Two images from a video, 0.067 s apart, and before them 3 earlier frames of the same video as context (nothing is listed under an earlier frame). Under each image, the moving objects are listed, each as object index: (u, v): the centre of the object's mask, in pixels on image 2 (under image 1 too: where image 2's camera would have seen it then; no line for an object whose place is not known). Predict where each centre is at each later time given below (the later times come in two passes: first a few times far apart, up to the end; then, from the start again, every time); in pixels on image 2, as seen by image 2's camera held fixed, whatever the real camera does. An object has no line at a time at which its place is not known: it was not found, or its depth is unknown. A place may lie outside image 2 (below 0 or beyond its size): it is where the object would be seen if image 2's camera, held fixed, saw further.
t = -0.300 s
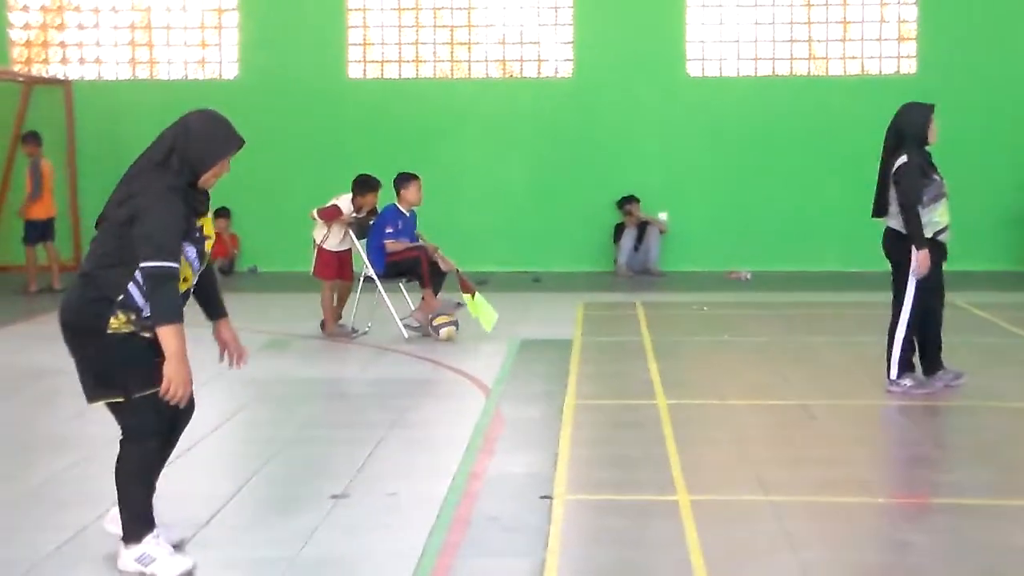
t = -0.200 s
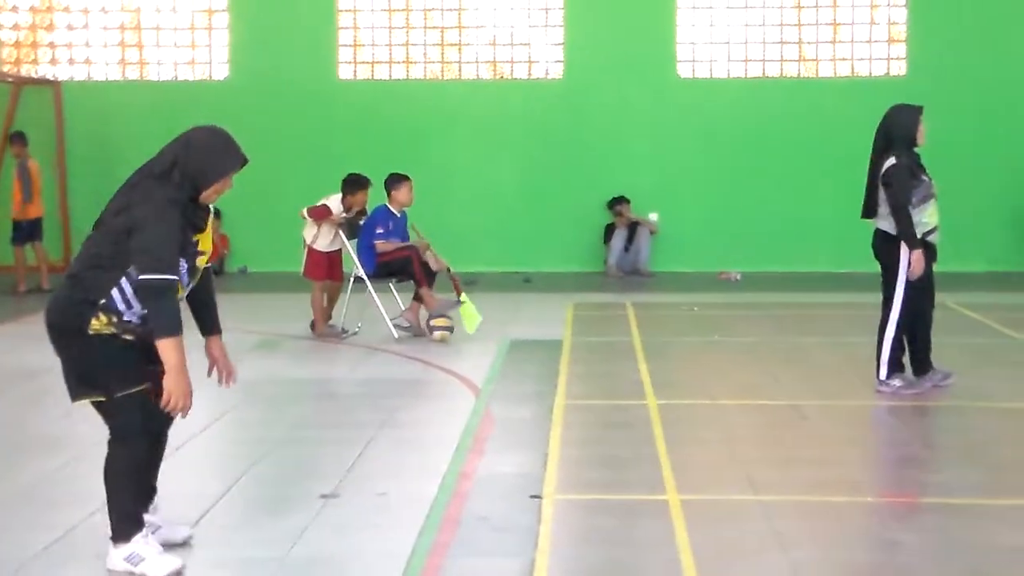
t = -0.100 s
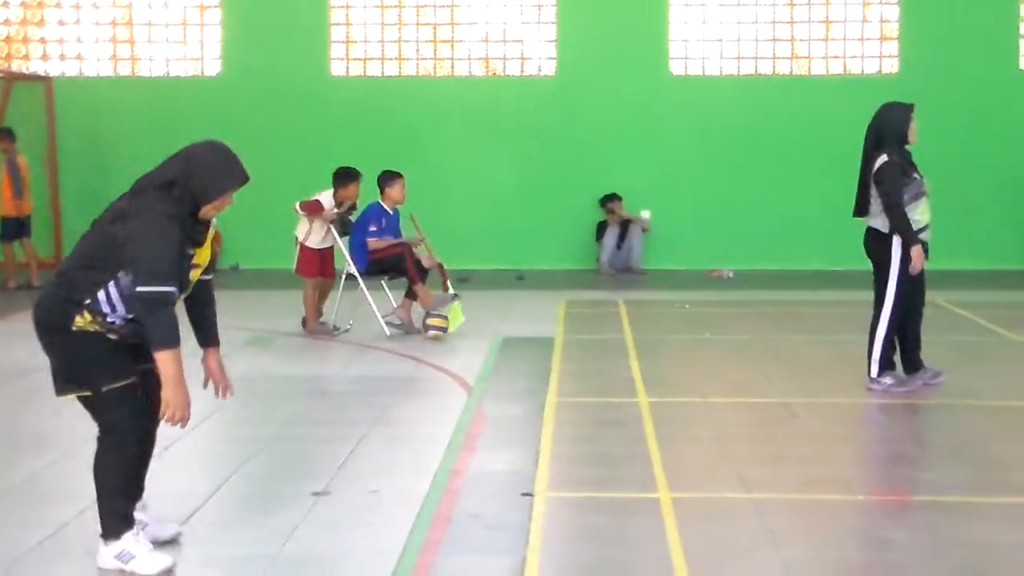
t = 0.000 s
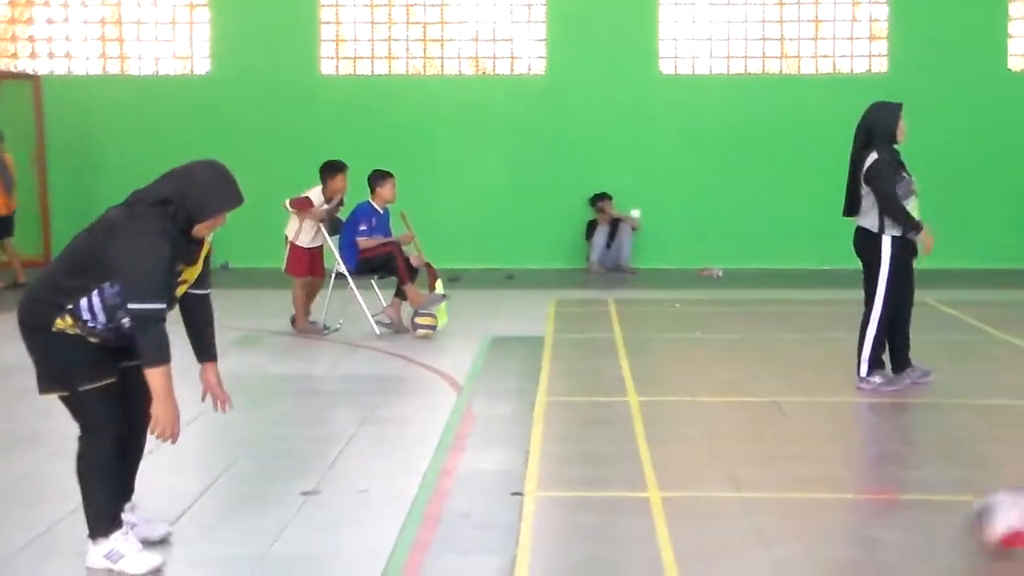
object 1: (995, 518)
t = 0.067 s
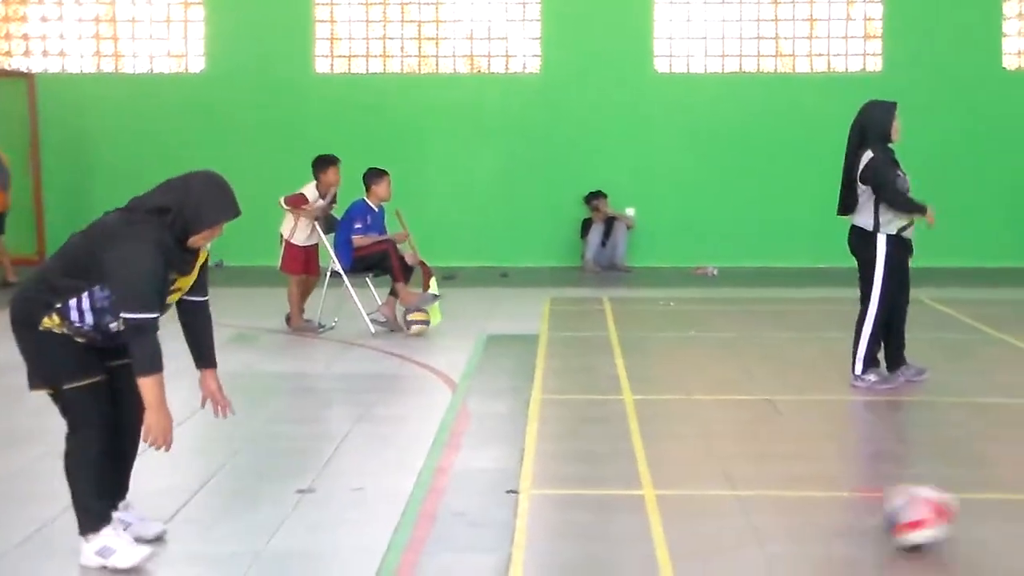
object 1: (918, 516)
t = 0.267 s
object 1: (676, 512)
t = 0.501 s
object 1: (407, 517)
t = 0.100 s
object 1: (876, 516)
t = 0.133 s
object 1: (839, 516)
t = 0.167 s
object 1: (795, 518)
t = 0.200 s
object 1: (753, 515)
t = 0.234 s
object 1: (717, 520)
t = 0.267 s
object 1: (676, 512)
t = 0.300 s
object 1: (639, 516)
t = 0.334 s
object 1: (596, 520)
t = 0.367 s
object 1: (559, 513)
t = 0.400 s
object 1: (521, 515)
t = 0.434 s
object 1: (485, 516)
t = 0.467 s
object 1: (446, 515)
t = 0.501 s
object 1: (407, 517)
